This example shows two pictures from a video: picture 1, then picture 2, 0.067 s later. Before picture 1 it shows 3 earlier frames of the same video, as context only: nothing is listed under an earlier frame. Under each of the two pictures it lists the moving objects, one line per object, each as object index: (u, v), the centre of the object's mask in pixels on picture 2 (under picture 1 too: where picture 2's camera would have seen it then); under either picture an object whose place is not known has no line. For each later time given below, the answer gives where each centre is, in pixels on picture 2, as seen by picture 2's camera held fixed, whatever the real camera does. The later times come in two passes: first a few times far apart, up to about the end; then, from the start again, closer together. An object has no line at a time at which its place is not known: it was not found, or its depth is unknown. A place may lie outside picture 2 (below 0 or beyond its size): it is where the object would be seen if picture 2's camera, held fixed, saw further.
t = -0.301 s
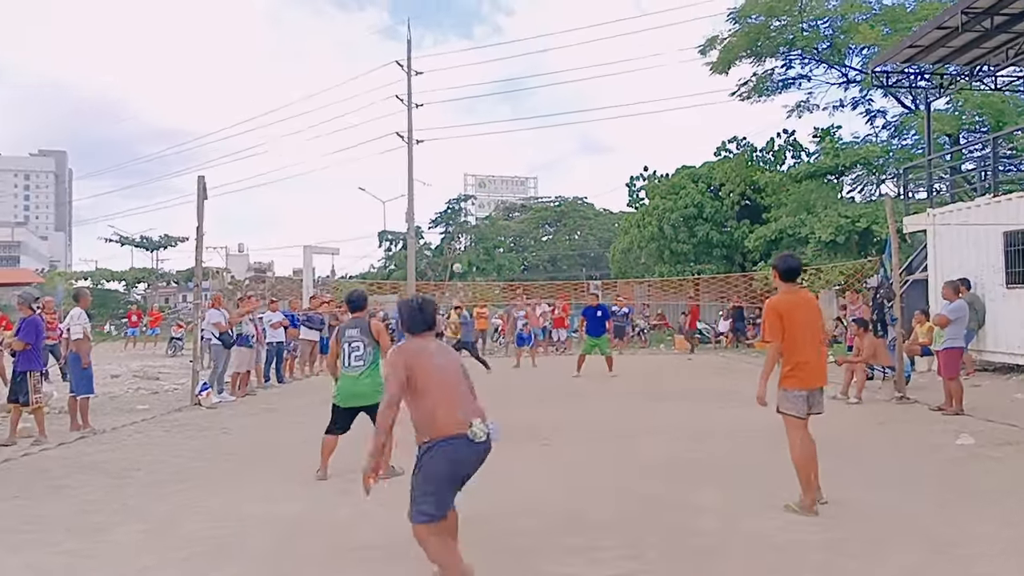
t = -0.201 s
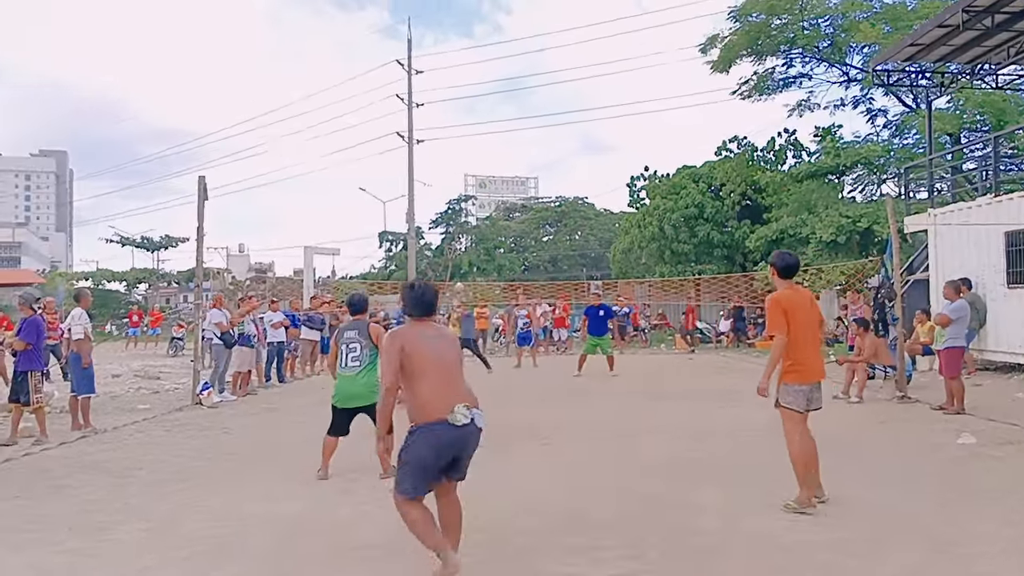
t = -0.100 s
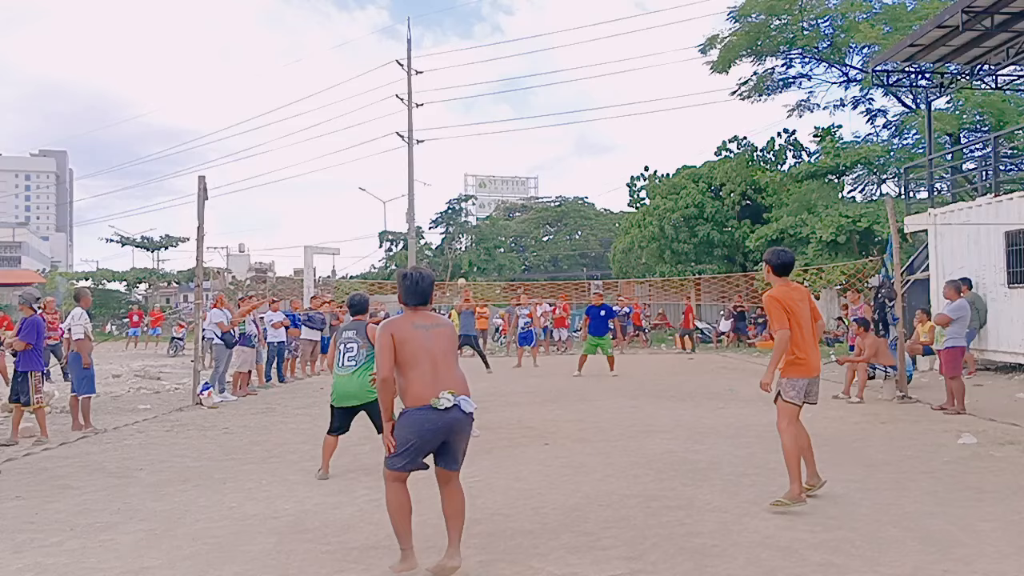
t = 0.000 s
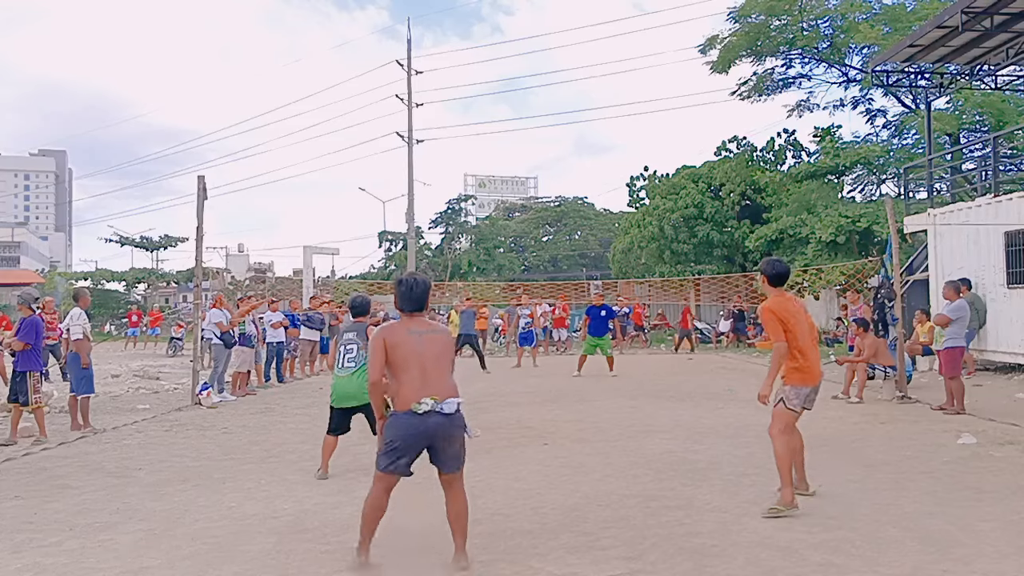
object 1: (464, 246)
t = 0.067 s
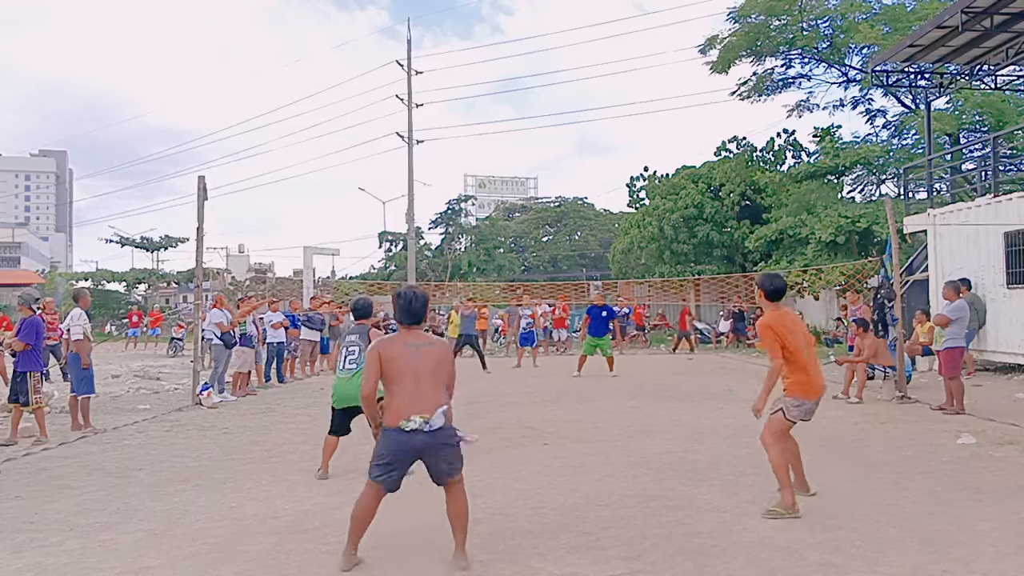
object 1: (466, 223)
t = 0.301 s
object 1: (474, 142)
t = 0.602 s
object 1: (487, 53)
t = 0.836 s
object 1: (504, 5)
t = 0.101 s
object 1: (468, 207)
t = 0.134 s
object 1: (468, 199)
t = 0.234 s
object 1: (471, 164)
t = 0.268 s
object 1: (472, 154)
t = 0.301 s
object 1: (474, 142)
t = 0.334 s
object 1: (475, 132)
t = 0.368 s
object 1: (476, 121)
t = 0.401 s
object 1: (477, 108)
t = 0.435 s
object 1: (478, 100)
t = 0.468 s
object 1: (480, 91)
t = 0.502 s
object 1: (482, 80)
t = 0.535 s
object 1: (484, 71)
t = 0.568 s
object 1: (485, 62)
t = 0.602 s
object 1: (487, 53)
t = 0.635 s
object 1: (489, 45)
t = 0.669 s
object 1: (491, 37)
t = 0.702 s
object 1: (493, 29)
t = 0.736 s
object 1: (496, 22)
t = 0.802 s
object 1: (501, 9)
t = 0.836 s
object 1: (504, 5)
